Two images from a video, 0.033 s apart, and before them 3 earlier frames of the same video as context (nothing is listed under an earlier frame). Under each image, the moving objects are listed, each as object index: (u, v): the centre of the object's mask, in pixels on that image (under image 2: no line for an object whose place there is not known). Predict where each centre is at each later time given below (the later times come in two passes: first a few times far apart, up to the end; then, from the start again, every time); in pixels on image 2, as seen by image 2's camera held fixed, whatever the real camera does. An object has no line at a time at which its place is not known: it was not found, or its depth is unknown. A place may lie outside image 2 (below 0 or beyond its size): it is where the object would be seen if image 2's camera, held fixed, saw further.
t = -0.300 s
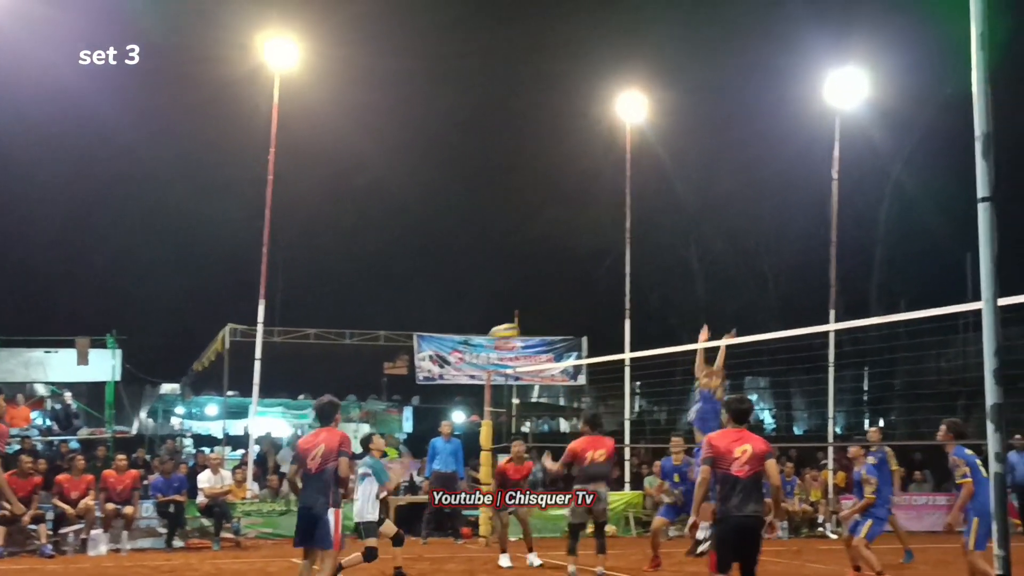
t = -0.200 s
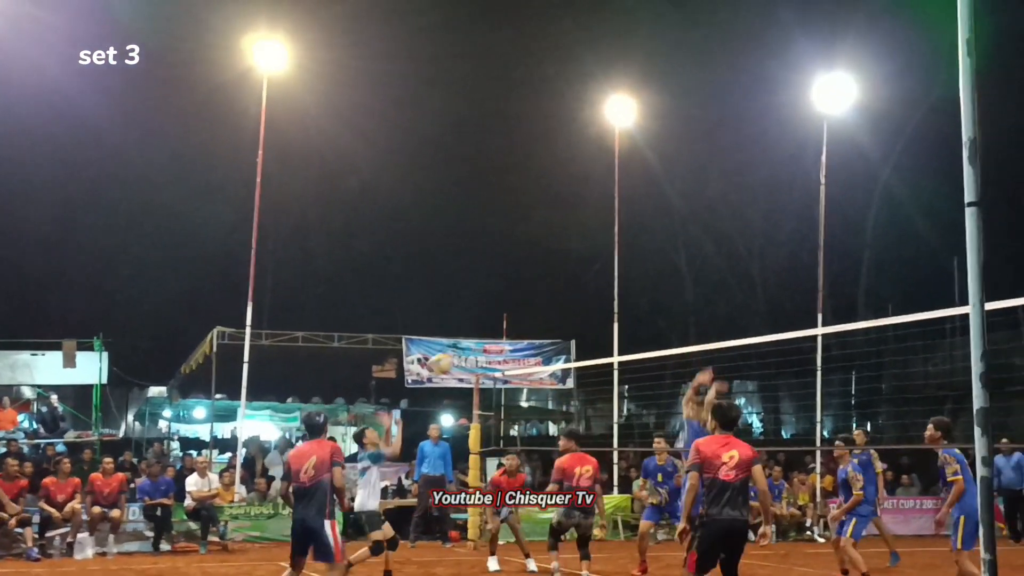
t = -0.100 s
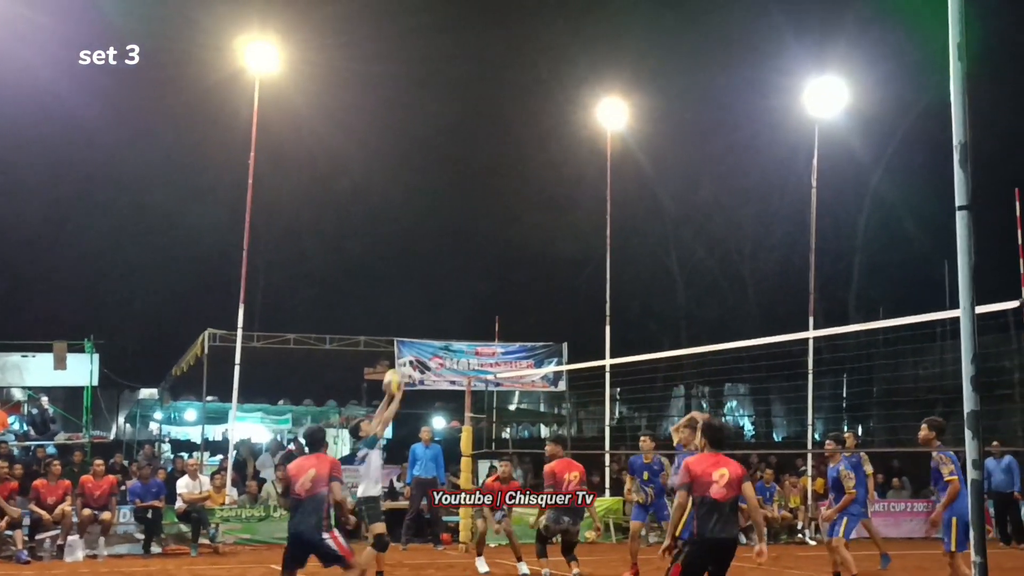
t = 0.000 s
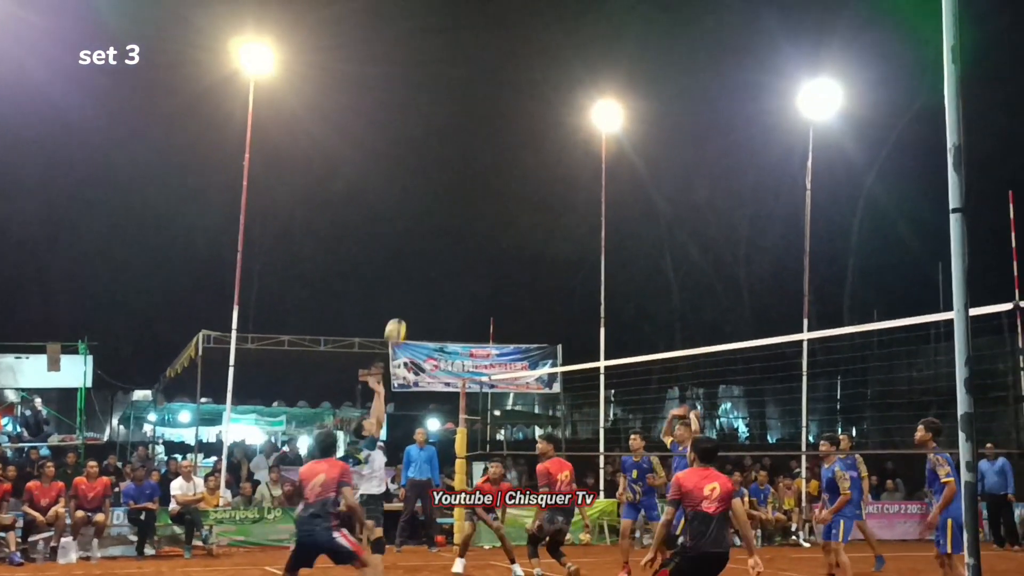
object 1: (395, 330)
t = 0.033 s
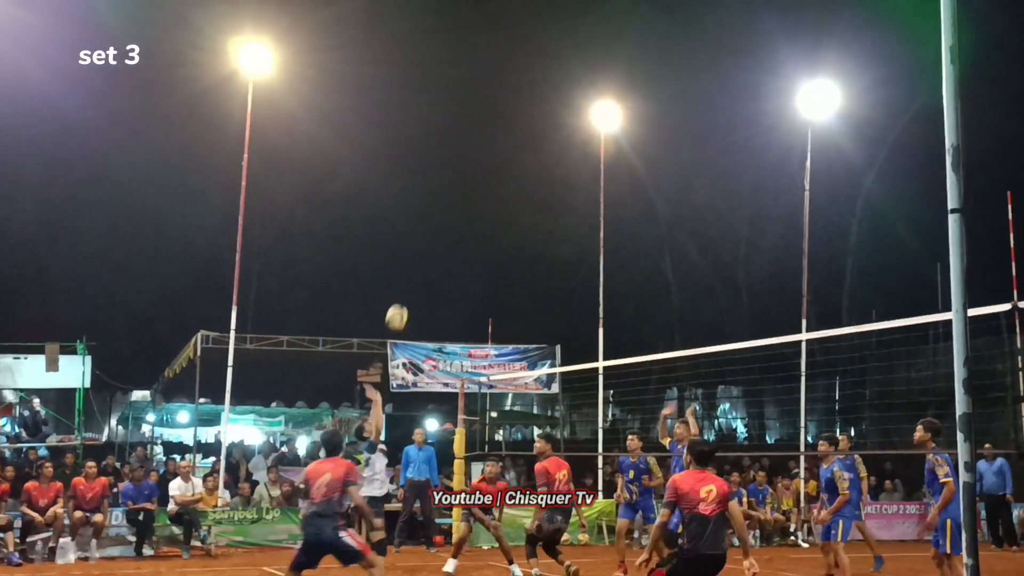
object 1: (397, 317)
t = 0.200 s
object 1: (409, 259)
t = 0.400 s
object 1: (423, 227)
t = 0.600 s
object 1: (436, 232)
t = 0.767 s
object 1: (446, 265)
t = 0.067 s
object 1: (399, 304)
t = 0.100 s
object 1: (401, 291)
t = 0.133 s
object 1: (404, 279)
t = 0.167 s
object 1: (406, 269)
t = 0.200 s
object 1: (409, 259)
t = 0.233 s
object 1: (411, 251)
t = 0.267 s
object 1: (413, 245)
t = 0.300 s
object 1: (416, 239)
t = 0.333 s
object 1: (418, 234)
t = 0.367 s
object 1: (420, 230)
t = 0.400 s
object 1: (423, 227)
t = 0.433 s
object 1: (425, 225)
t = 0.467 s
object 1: (427, 225)
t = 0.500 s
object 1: (429, 225)
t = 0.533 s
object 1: (431, 226)
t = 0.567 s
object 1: (434, 229)
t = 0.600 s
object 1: (436, 232)
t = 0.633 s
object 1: (438, 237)
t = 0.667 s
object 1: (440, 242)
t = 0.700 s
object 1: (442, 249)
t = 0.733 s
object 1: (444, 256)
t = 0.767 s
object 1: (446, 265)
